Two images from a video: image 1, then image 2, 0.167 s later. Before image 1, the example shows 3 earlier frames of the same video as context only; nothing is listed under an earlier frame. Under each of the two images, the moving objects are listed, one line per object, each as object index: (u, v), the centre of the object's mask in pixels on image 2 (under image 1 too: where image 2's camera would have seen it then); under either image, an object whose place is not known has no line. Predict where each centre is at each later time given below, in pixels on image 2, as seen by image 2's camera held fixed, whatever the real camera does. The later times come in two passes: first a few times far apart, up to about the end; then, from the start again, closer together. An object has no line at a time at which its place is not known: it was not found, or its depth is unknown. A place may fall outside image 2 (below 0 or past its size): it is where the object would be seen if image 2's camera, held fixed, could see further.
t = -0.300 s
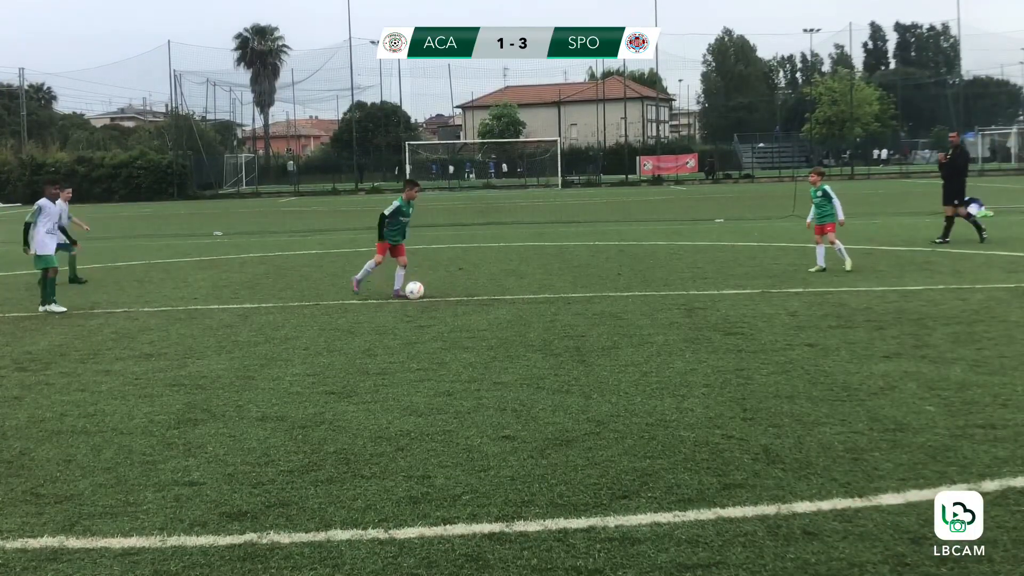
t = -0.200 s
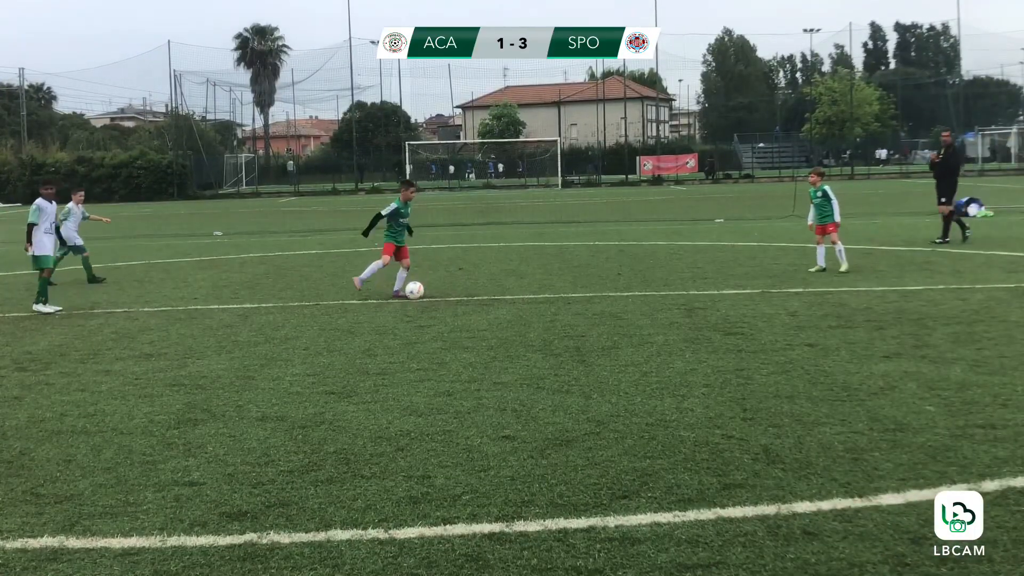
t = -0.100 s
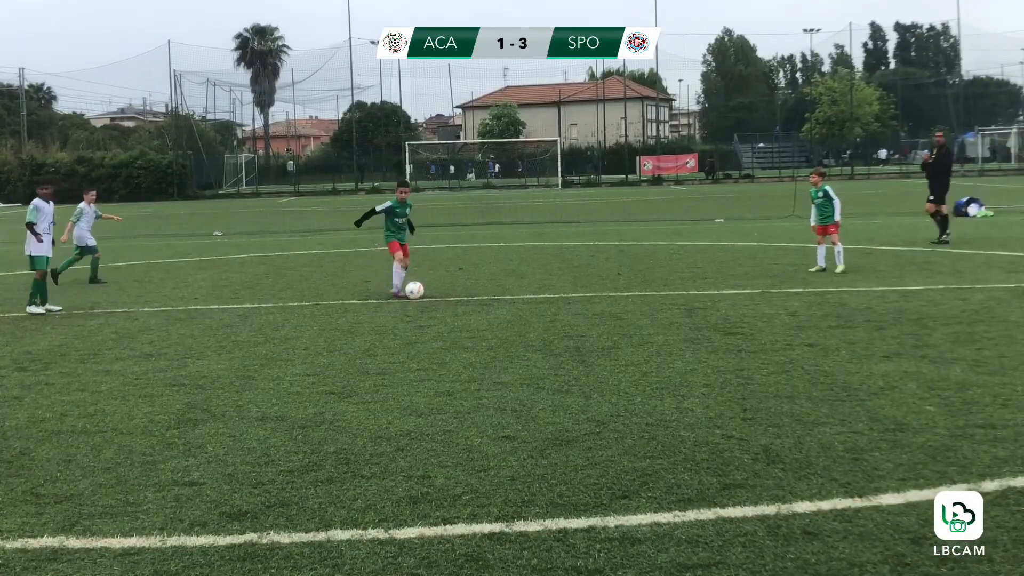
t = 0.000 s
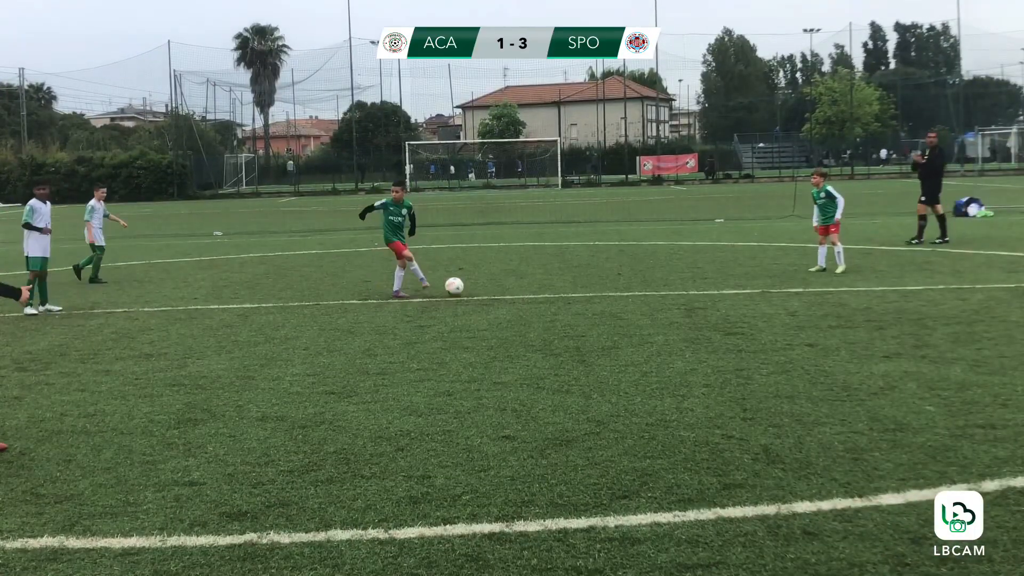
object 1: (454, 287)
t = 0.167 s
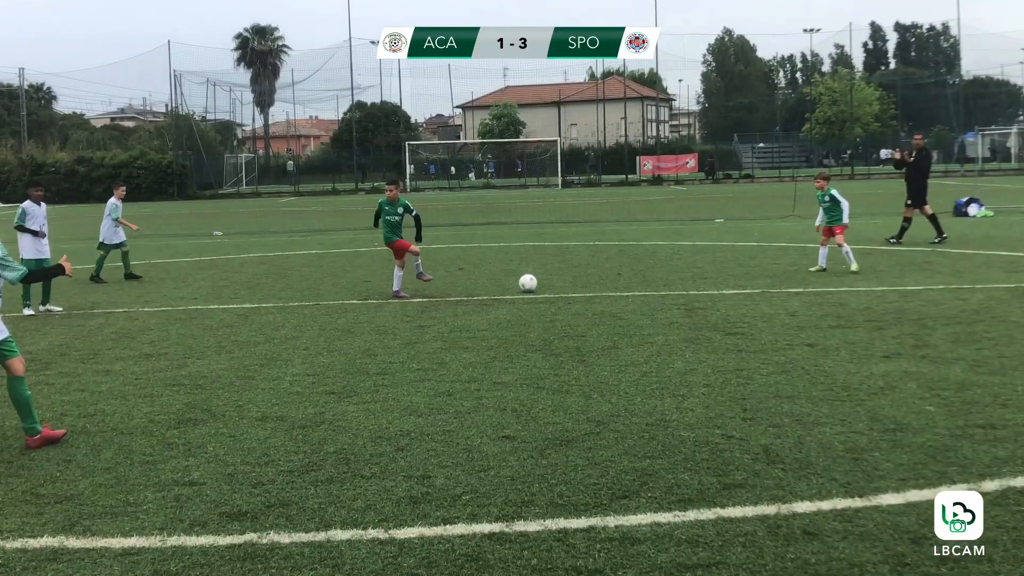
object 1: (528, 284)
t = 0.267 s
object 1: (565, 280)
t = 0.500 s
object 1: (637, 278)
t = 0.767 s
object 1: (707, 274)
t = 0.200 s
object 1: (541, 283)
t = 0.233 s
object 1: (553, 282)
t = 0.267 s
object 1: (565, 280)
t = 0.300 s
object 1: (577, 280)
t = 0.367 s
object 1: (599, 279)
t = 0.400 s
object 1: (608, 278)
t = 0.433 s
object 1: (618, 277)
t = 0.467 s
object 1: (627, 278)
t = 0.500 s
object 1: (637, 278)
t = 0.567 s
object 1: (654, 276)
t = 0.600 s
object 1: (663, 277)
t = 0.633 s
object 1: (672, 277)
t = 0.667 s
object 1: (681, 276)
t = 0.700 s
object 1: (690, 275)
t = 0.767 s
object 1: (707, 274)
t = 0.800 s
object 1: (715, 274)
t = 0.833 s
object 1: (723, 272)
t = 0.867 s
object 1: (732, 274)
